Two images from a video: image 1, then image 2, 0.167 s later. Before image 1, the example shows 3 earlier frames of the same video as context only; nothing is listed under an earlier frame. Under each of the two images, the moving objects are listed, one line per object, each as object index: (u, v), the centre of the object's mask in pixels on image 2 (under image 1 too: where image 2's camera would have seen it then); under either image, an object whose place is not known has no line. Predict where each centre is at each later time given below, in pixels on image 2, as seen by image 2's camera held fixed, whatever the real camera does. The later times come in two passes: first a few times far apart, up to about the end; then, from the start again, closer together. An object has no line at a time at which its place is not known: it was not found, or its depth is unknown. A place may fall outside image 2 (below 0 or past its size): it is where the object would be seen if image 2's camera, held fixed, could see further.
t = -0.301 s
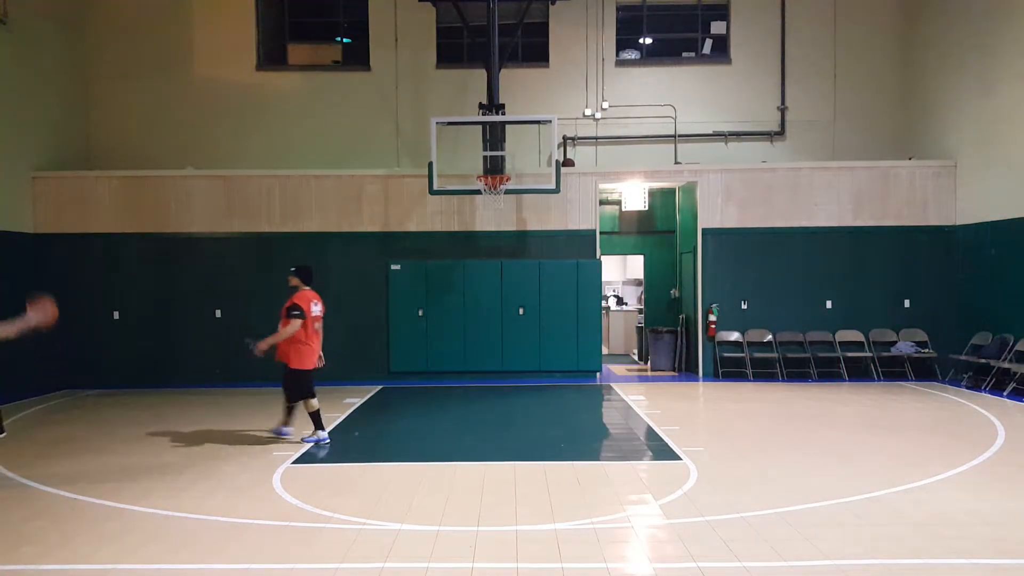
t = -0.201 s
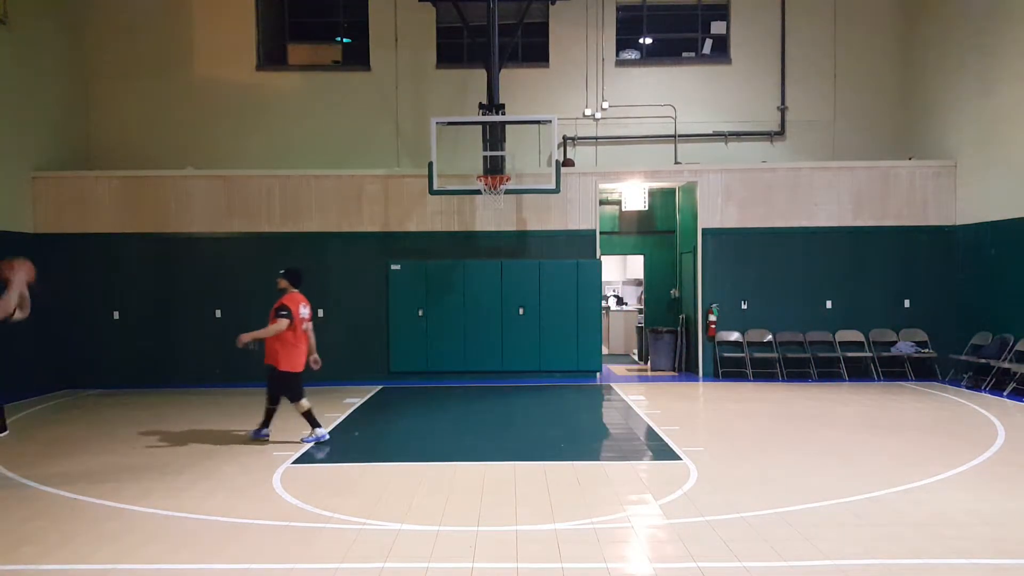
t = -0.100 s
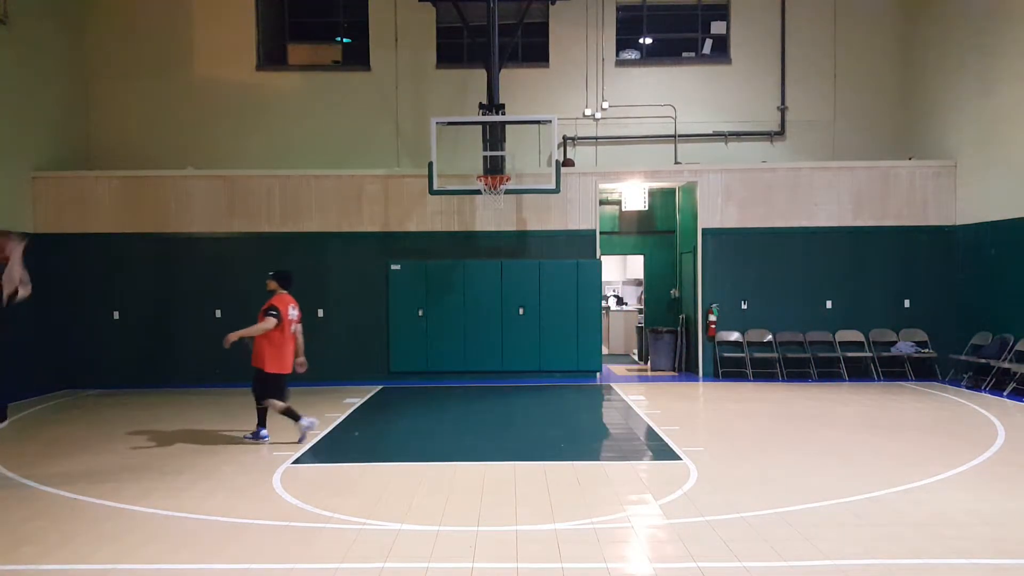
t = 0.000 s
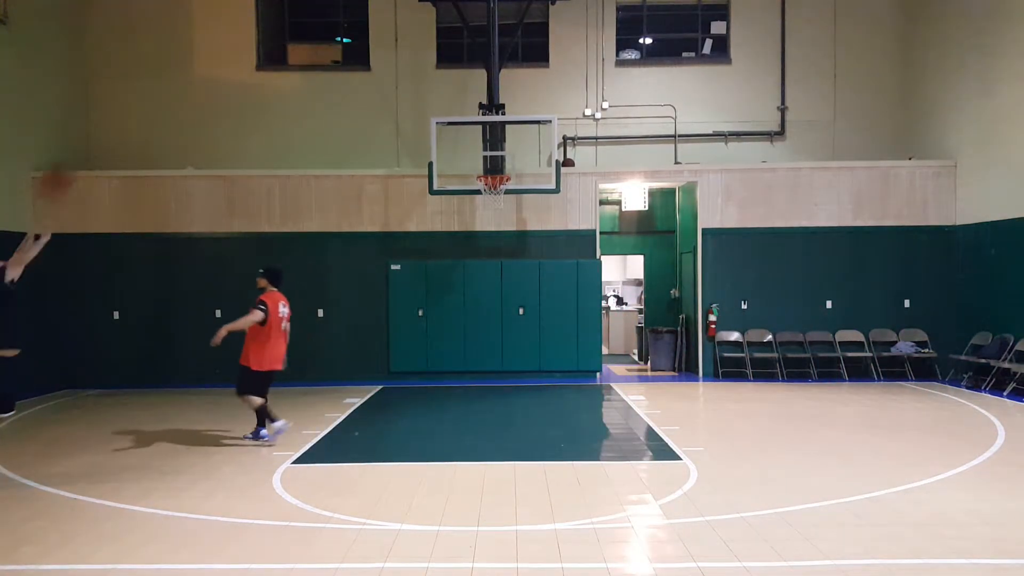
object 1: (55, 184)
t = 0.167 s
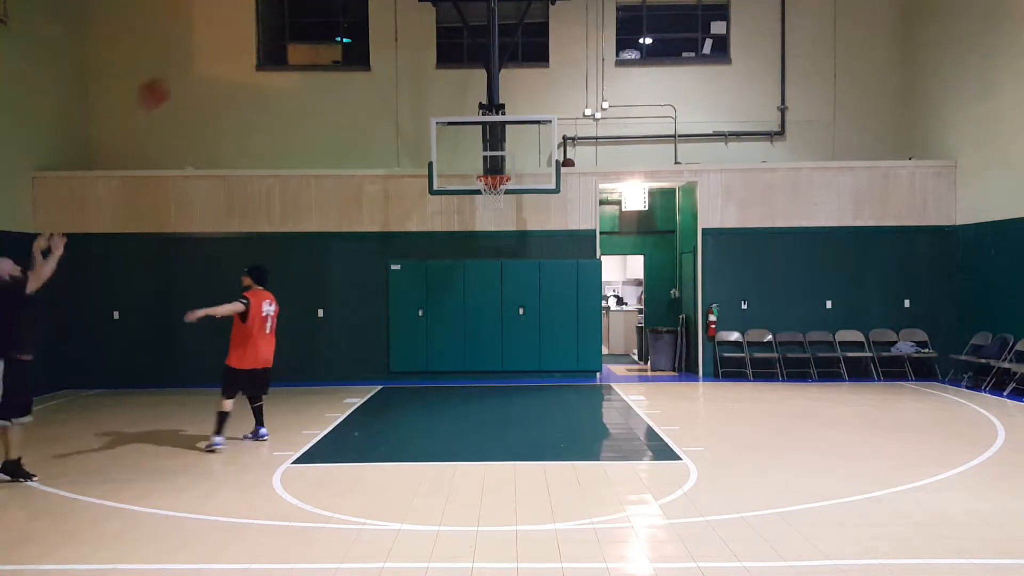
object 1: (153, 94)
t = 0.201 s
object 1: (170, 81)
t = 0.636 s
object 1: (356, 39)
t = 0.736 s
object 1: (386, 52)
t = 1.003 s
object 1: (462, 122)
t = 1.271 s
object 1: (492, 157)
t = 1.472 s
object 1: (484, 123)
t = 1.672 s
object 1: (477, 117)
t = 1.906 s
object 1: (469, 150)
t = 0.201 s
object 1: (170, 81)
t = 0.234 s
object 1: (187, 70)
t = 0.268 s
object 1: (203, 60)
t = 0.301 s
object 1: (219, 52)
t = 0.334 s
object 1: (235, 46)
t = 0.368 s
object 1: (251, 40)
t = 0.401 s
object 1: (265, 38)
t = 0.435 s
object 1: (276, 36)
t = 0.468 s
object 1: (293, 33)
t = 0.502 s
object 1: (306, 32)
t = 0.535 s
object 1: (319, 33)
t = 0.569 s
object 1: (330, 33)
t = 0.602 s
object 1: (344, 35)
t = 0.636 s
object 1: (356, 39)
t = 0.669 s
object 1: (363, 42)
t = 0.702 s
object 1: (376, 47)
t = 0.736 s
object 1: (386, 52)
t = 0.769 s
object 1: (396, 58)
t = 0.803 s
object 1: (406, 66)
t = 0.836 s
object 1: (417, 74)
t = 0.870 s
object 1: (426, 82)
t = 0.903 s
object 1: (435, 91)
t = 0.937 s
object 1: (444, 102)
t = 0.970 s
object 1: (453, 111)
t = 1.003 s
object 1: (462, 122)
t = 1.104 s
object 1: (488, 161)
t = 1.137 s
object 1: (496, 169)
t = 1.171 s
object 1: (495, 171)
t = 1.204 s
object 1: (494, 170)
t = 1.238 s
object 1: (492, 165)
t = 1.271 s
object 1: (492, 157)
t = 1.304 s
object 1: (490, 146)
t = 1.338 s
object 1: (490, 142)
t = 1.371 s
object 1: (487, 136)
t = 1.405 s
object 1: (487, 131)
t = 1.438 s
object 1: (485, 126)
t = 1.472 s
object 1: (484, 123)
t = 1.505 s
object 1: (482, 119)
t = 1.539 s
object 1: (481, 118)
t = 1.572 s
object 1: (480, 116)
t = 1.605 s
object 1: (479, 116)
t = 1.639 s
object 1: (478, 116)
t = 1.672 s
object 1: (477, 117)
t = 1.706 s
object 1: (476, 119)
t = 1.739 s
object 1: (475, 122)
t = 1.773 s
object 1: (474, 126)
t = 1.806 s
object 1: (473, 131)
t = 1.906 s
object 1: (469, 150)
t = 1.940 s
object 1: (468, 158)
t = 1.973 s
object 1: (467, 167)
